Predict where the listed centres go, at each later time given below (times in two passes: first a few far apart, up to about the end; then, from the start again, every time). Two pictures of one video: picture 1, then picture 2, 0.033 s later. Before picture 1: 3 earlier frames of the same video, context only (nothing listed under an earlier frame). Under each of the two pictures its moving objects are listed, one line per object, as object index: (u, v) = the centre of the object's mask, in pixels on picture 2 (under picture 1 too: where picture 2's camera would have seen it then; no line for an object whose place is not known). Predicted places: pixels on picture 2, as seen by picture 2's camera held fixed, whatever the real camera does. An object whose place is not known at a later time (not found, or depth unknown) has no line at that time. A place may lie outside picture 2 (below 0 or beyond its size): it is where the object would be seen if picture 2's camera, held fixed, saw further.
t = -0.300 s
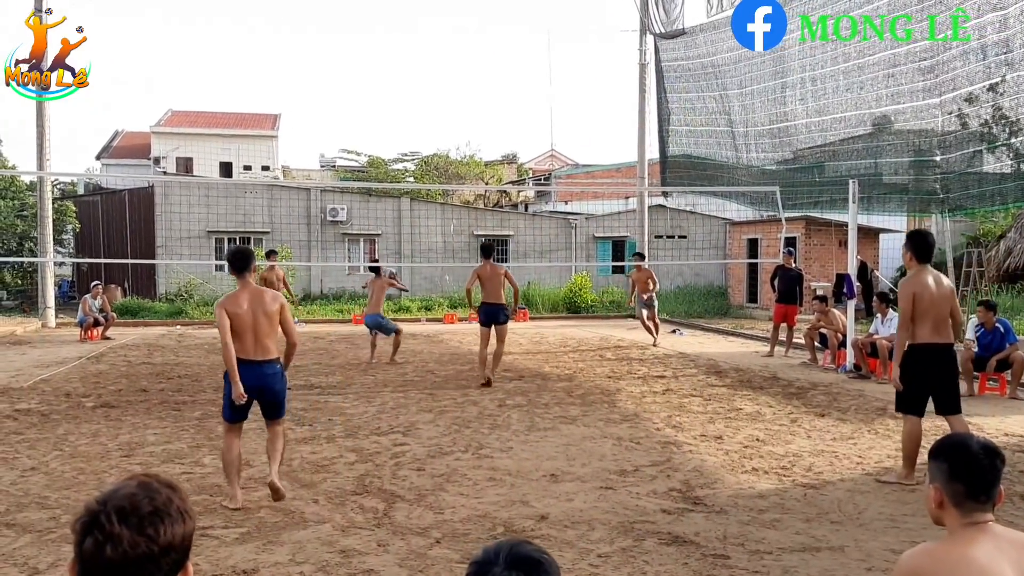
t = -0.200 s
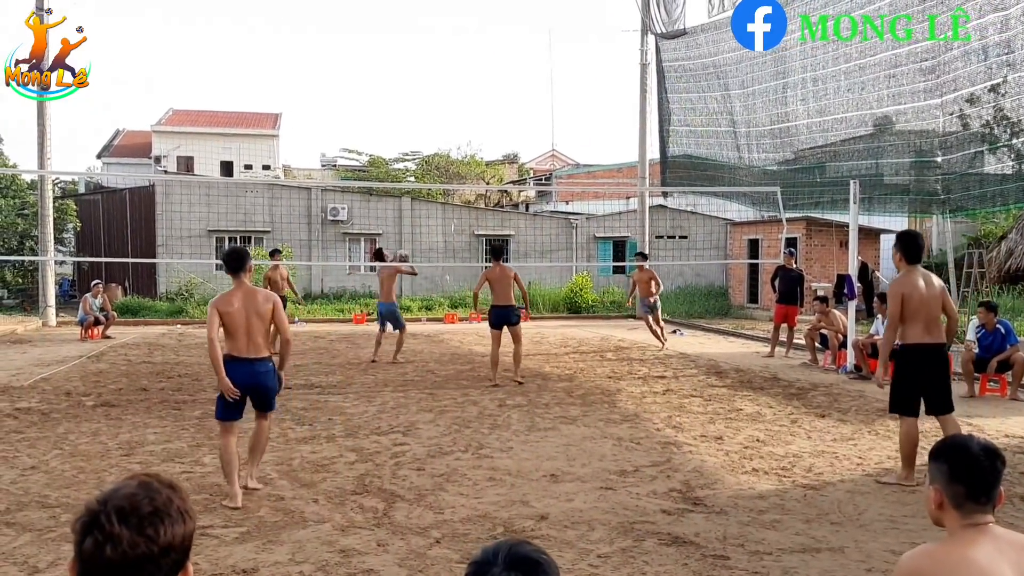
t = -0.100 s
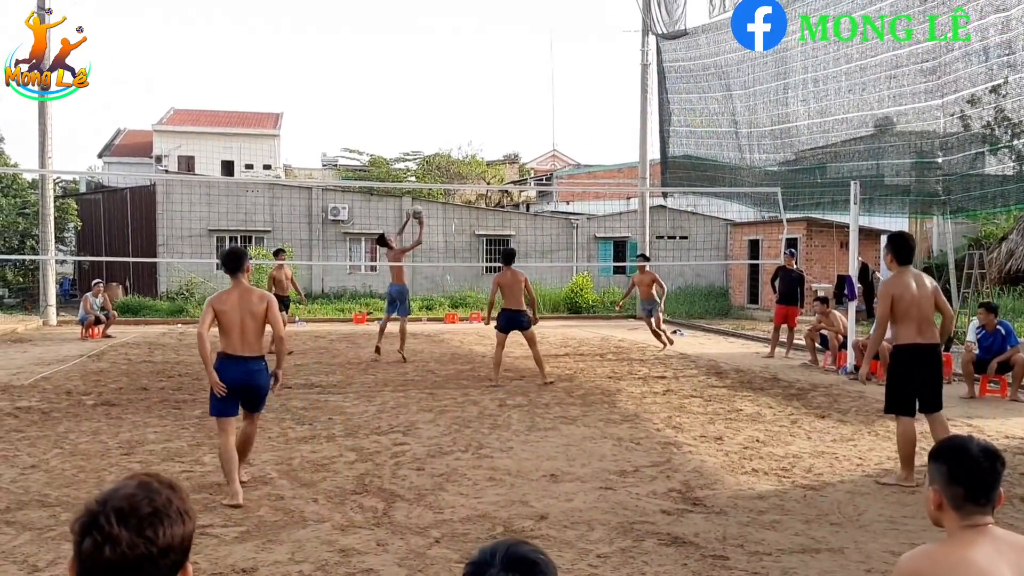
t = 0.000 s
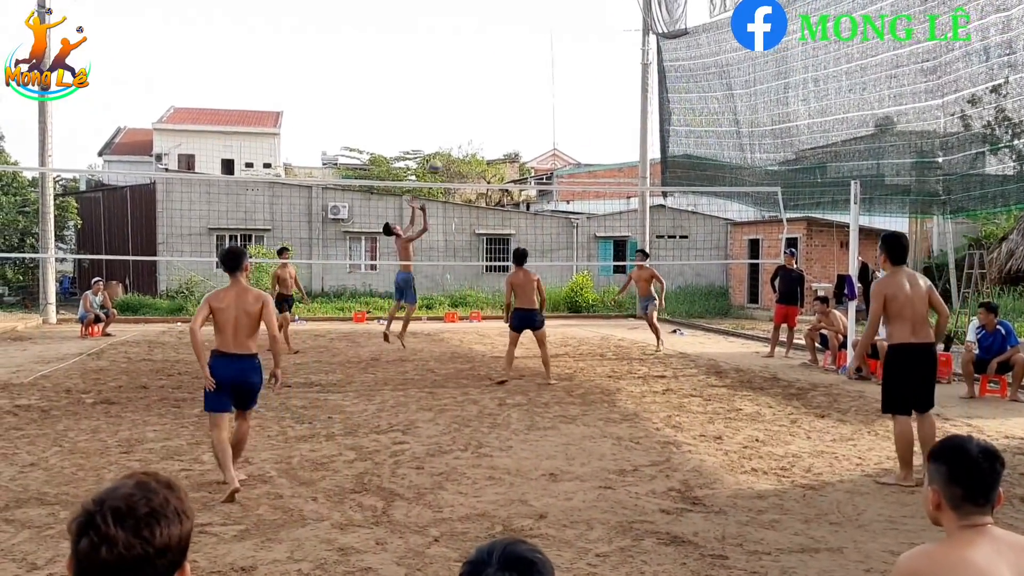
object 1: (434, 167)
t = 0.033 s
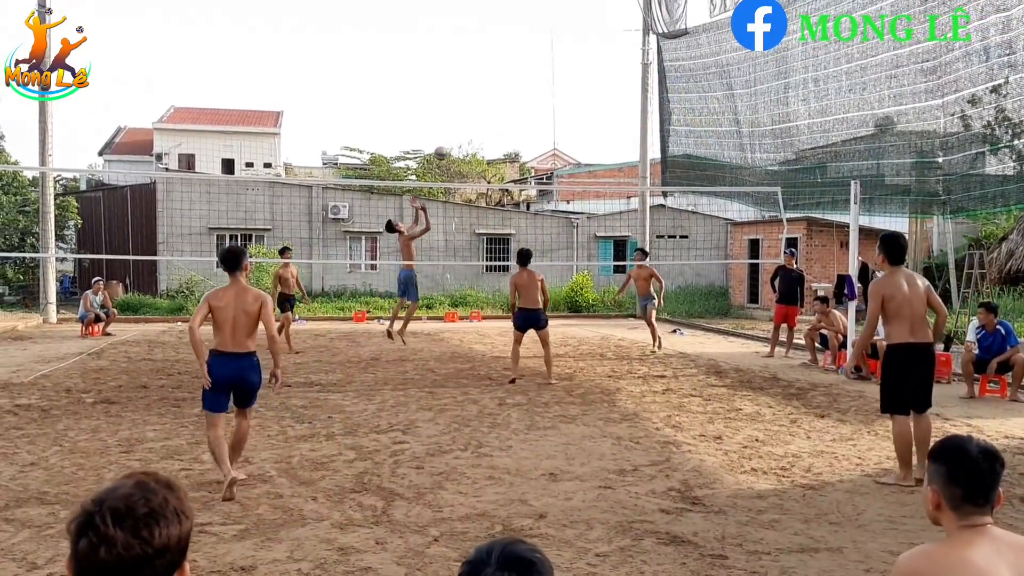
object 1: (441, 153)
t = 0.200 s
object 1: (469, 98)
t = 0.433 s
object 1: (507, 51)
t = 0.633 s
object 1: (539, 40)
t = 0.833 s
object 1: (570, 57)
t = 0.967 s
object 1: (591, 83)
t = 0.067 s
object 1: (446, 141)
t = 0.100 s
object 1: (452, 129)
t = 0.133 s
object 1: (458, 118)
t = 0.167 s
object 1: (463, 107)
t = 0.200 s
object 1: (469, 98)
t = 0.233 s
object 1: (474, 89)
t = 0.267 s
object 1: (480, 80)
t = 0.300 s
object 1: (485, 73)
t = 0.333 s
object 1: (491, 66)
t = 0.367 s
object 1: (496, 60)
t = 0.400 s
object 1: (501, 55)
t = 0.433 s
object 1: (507, 51)
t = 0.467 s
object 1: (512, 47)
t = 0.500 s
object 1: (517, 44)
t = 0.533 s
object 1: (523, 42)
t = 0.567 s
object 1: (528, 41)
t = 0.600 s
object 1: (533, 40)
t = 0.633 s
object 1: (539, 40)
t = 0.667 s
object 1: (544, 41)
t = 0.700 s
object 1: (549, 43)
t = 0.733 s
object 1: (554, 45)
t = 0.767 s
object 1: (559, 48)
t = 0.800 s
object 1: (565, 52)
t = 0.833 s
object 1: (570, 57)
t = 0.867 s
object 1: (575, 63)
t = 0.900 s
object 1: (581, 69)
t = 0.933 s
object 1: (586, 75)
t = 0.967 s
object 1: (591, 83)
